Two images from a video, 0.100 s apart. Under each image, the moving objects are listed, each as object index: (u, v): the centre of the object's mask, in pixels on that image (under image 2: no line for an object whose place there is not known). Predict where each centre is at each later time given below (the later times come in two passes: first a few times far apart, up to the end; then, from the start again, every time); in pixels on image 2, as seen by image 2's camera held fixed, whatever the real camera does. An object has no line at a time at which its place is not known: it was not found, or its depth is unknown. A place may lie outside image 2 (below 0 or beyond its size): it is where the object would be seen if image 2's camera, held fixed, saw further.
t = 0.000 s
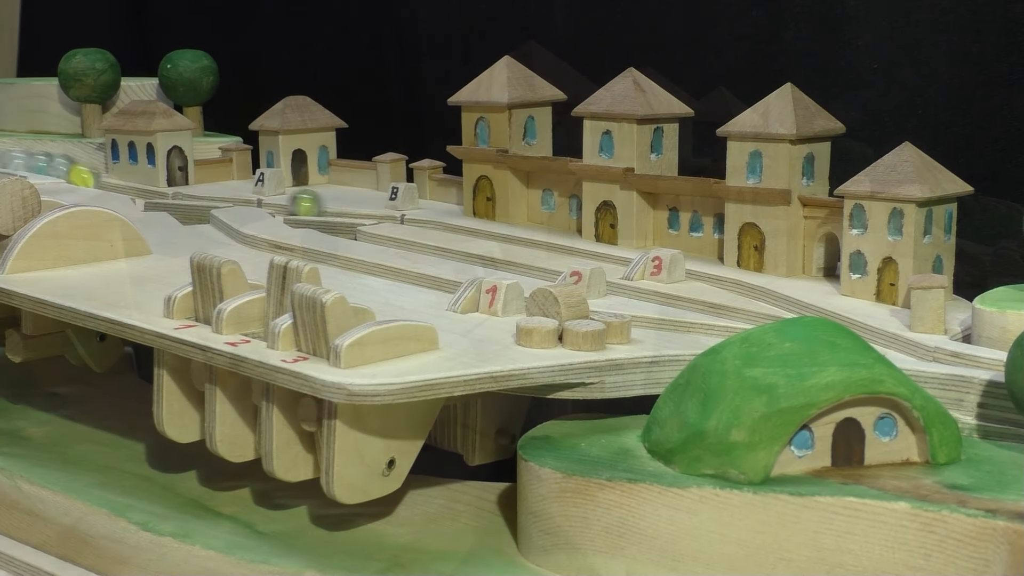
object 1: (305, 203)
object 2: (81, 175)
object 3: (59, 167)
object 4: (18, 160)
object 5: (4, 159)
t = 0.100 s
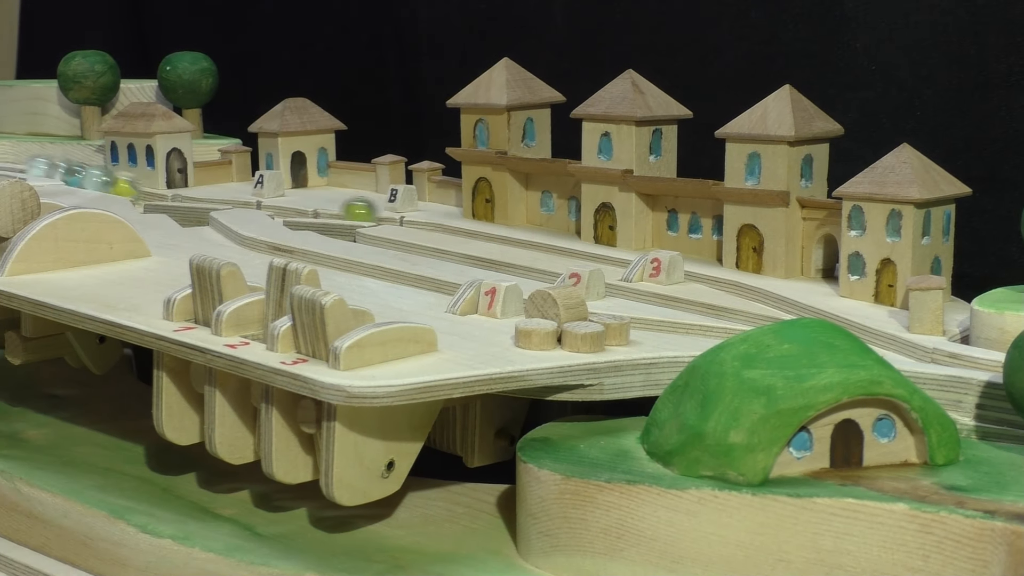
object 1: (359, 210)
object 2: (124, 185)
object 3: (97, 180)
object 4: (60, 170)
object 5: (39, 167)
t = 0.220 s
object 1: (419, 216)
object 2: (186, 191)
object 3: (151, 188)
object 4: (105, 182)
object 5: (86, 178)
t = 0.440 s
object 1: (514, 234)
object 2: (331, 208)
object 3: (287, 204)
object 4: (184, 191)
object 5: (152, 190)
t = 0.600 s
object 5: (200, 192)
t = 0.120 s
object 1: (371, 211)
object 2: (131, 189)
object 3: (104, 182)
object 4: (66, 172)
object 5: (48, 168)
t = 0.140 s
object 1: (383, 212)
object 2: (143, 190)
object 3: (115, 184)
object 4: (74, 175)
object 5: (57, 170)
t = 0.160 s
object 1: (392, 212)
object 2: (151, 191)
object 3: (123, 186)
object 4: (80, 175)
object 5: (64, 172)
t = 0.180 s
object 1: (401, 213)
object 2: (163, 191)
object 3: (137, 188)
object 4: (84, 178)
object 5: (72, 176)
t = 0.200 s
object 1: (411, 215)
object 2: (175, 190)
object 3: (142, 190)
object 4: (98, 181)
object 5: (79, 178)
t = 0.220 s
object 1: (419, 216)
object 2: (186, 191)
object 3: (151, 188)
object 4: (105, 182)
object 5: (86, 178)
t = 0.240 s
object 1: (428, 217)
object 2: (198, 192)
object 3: (164, 190)
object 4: (114, 183)
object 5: (95, 180)
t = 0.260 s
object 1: (435, 218)
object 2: (211, 192)
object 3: (175, 191)
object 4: (125, 188)
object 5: (104, 181)
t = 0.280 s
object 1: (443, 219)
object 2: (225, 194)
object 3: (189, 191)
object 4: (134, 189)
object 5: (109, 182)
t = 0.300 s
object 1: (449, 221)
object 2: (240, 197)
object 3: (203, 192)
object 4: (141, 191)
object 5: (114, 183)
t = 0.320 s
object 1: (459, 222)
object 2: (254, 200)
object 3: (216, 193)
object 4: (148, 190)
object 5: (121, 184)
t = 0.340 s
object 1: (465, 225)
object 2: (270, 201)
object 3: (231, 194)
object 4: (155, 190)
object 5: (124, 186)
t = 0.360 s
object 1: (476, 226)
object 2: (284, 204)
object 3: (244, 196)
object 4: (161, 191)
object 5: (130, 188)
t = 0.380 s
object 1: (483, 227)
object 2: (294, 206)
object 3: (254, 196)
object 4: (166, 191)
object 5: (134, 191)
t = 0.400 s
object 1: (494, 230)
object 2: (308, 206)
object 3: (257, 198)
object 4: (172, 191)
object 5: (139, 191)
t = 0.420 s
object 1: (506, 232)
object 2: (320, 207)
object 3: (275, 201)
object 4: (178, 191)
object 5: (144, 190)
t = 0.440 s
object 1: (514, 234)
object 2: (331, 208)
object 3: (287, 204)
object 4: (184, 191)
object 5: (152, 190)
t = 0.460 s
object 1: (528, 236)
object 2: (346, 209)
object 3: (296, 207)
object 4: (190, 192)
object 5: (157, 190)
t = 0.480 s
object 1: (537, 239)
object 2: (360, 210)
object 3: (305, 207)
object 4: (198, 193)
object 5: (164, 191)
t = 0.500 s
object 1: (548, 240)
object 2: (376, 211)
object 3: (324, 207)
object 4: (206, 193)
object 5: (170, 191)
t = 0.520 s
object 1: (559, 242)
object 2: (389, 210)
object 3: (327, 206)
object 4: (214, 193)
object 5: (175, 191)
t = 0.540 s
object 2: (402, 213)
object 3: (341, 208)
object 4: (221, 193)
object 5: (180, 192)
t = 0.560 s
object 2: (410, 215)
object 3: (354, 209)
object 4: (229, 194)
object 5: (187, 192)
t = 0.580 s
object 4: (237, 195)
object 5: (193, 192)
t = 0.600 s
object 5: (200, 192)
